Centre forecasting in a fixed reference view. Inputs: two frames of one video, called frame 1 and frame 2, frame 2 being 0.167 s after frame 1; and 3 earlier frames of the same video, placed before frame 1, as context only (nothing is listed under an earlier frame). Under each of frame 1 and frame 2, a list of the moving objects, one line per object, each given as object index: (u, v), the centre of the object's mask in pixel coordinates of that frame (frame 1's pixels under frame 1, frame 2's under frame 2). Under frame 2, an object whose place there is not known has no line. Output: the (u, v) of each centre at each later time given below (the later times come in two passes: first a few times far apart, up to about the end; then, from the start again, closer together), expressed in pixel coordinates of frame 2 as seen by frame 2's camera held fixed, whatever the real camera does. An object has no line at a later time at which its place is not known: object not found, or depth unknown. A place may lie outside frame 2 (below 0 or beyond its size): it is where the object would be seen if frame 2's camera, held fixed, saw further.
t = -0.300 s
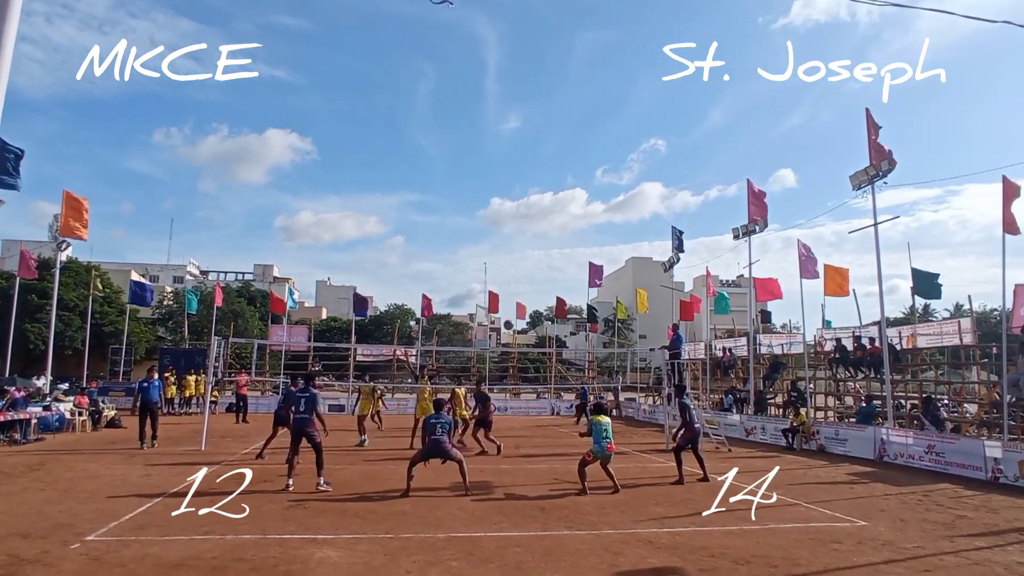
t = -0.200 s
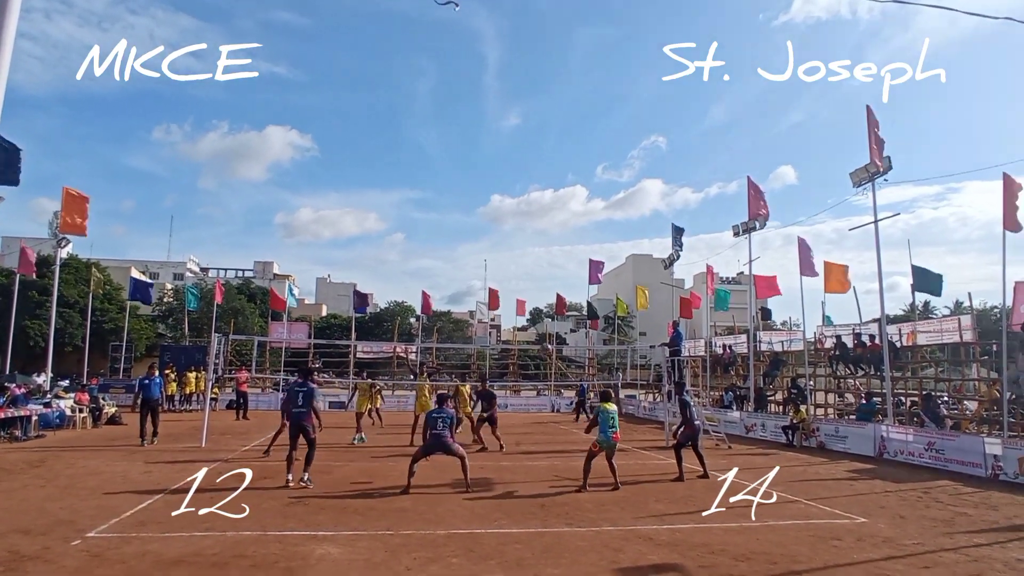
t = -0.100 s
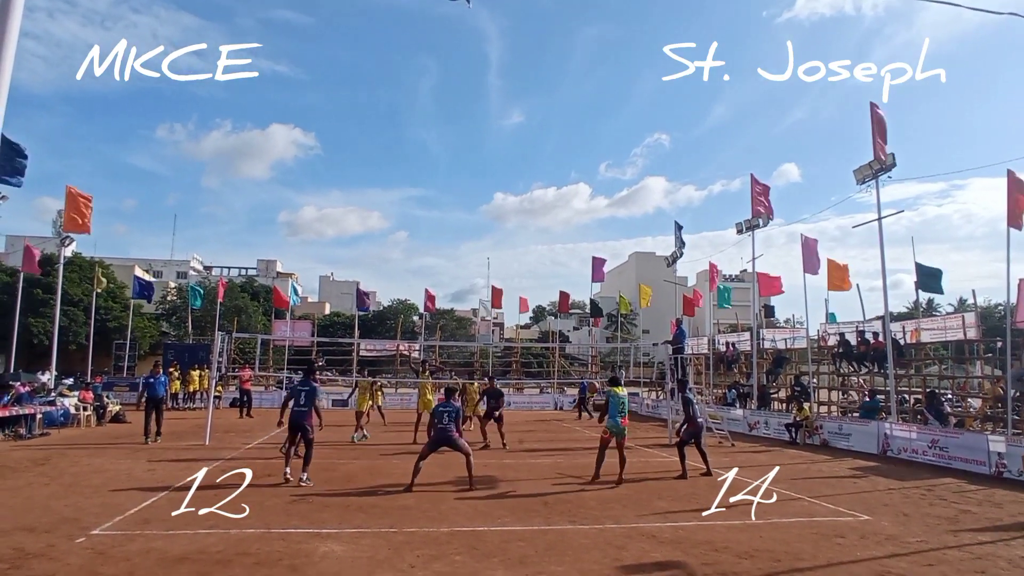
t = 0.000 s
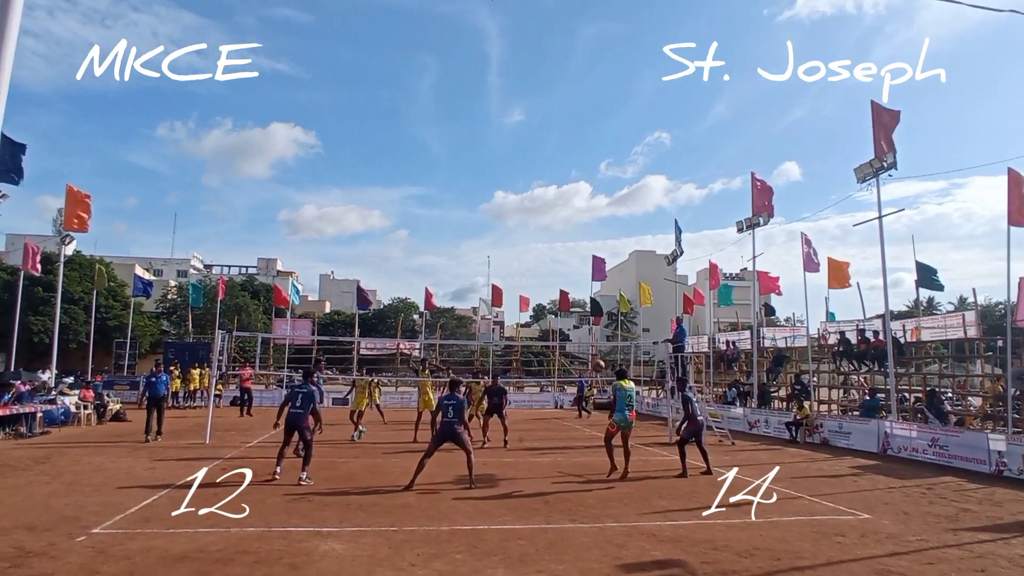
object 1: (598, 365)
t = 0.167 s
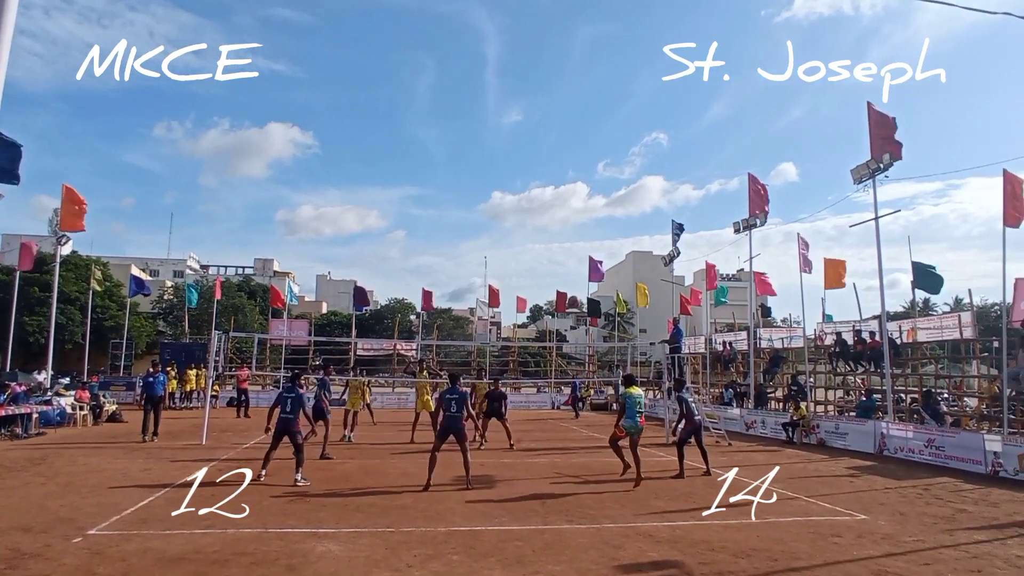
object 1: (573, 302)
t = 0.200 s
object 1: (570, 291)
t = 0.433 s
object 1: (547, 239)
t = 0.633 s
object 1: (532, 221)
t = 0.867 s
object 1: (517, 226)
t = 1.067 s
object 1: (507, 247)
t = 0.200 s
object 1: (570, 291)
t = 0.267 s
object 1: (563, 273)
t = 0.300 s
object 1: (559, 264)
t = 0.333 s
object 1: (556, 257)
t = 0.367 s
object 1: (553, 250)
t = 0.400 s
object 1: (550, 245)
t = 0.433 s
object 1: (547, 239)
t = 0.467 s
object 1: (545, 235)
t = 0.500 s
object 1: (542, 231)
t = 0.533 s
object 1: (539, 228)
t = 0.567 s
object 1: (537, 225)
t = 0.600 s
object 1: (534, 223)
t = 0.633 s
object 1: (532, 221)
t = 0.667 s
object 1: (529, 220)
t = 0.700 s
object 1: (527, 220)
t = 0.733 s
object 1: (525, 220)
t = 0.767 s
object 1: (523, 221)
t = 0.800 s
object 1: (521, 222)
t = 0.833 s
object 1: (519, 224)
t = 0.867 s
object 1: (517, 226)
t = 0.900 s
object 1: (516, 228)
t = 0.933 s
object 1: (514, 231)
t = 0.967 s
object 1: (512, 234)
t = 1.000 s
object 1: (510, 238)
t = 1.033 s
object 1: (509, 242)
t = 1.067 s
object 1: (507, 247)
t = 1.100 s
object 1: (506, 252)
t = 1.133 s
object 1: (505, 258)
